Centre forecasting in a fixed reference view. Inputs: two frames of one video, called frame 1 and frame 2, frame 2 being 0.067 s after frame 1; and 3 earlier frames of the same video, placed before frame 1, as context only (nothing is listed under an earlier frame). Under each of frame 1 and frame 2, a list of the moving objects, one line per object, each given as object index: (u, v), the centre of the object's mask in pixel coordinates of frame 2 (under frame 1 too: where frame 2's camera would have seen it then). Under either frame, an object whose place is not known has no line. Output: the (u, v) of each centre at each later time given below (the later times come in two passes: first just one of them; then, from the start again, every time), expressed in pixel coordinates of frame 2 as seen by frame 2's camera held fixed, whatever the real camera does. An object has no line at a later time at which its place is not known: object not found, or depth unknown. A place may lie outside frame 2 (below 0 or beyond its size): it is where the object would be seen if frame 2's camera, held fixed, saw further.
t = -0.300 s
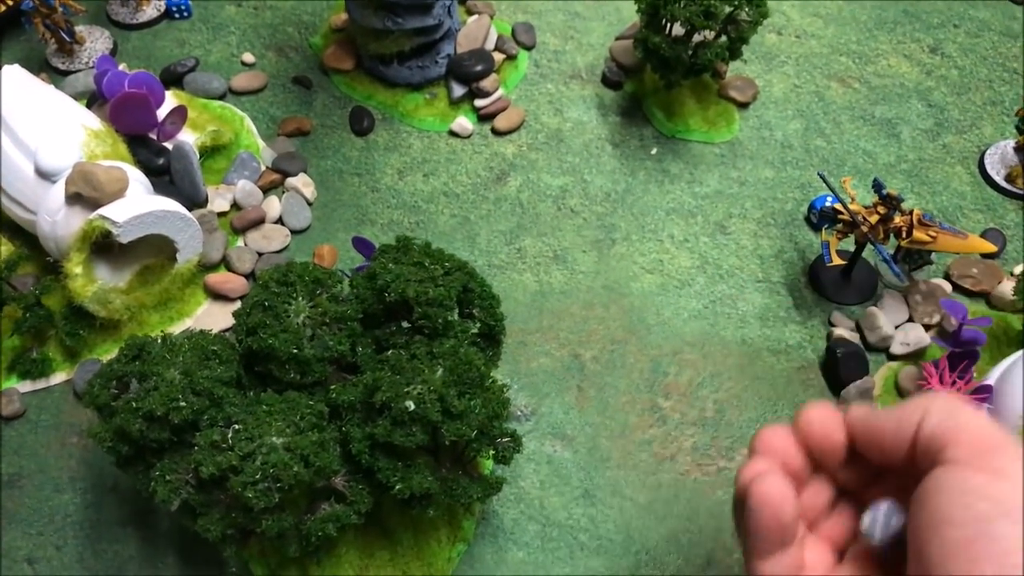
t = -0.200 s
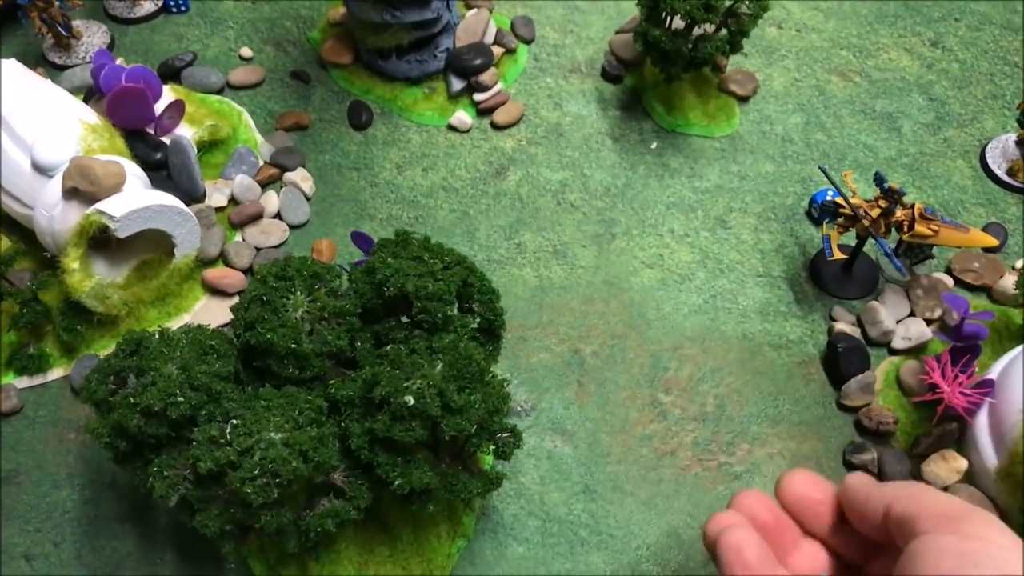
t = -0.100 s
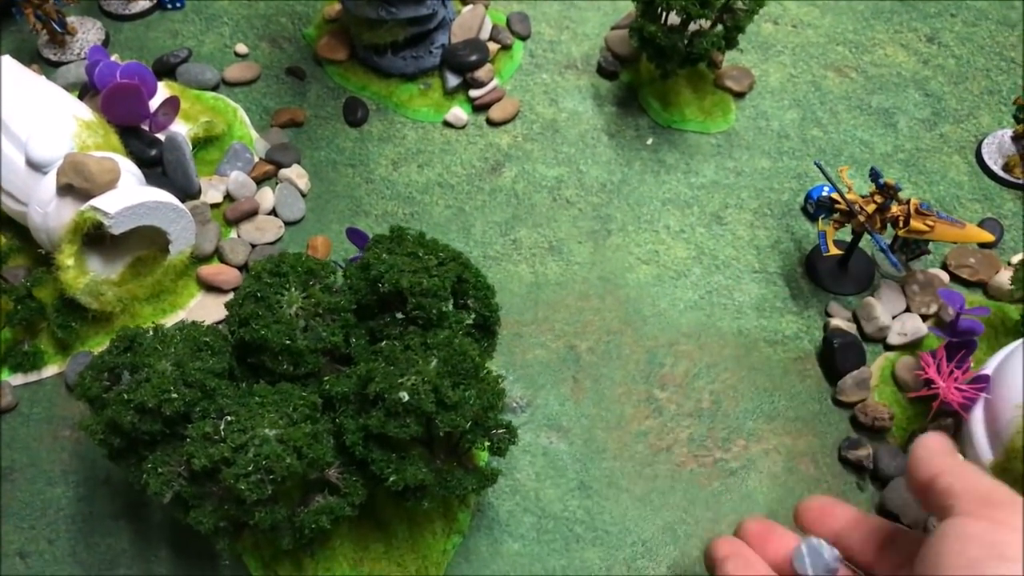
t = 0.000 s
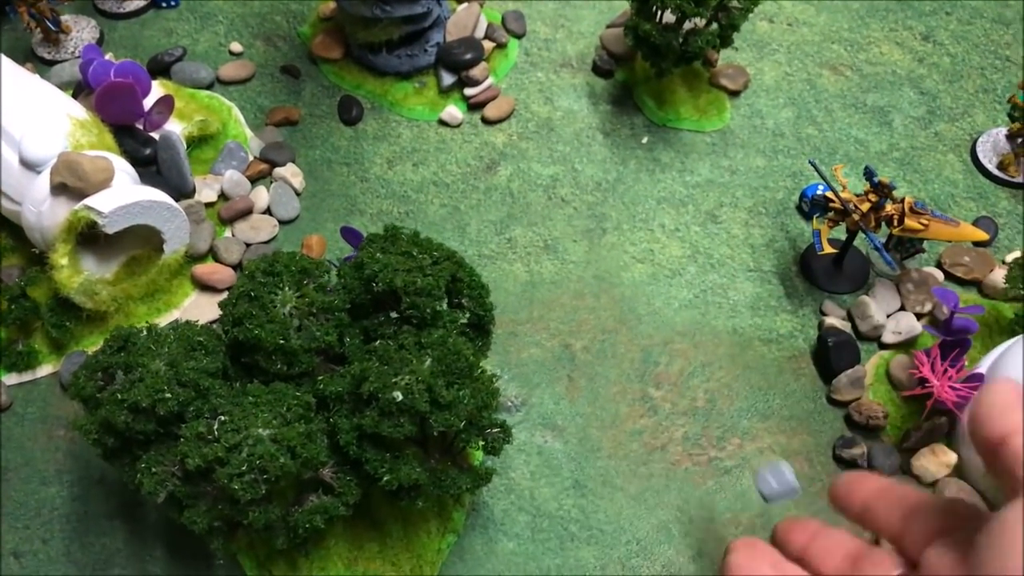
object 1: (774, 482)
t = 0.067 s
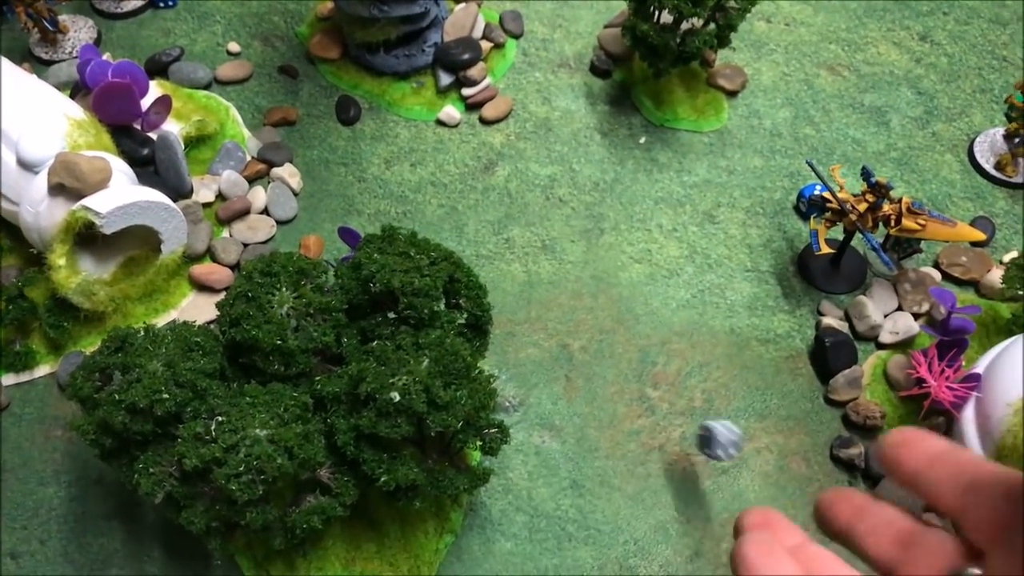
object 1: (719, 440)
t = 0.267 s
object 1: (664, 267)
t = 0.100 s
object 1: (689, 442)
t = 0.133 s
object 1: (686, 388)
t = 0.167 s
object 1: (679, 343)
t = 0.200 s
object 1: (668, 315)
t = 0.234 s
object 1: (657, 302)
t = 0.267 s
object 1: (664, 267)
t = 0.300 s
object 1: (669, 244)
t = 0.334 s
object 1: (672, 228)
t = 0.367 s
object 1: (674, 203)
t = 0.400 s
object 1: (674, 182)
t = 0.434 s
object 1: (679, 164)
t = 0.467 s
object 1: (686, 148)
